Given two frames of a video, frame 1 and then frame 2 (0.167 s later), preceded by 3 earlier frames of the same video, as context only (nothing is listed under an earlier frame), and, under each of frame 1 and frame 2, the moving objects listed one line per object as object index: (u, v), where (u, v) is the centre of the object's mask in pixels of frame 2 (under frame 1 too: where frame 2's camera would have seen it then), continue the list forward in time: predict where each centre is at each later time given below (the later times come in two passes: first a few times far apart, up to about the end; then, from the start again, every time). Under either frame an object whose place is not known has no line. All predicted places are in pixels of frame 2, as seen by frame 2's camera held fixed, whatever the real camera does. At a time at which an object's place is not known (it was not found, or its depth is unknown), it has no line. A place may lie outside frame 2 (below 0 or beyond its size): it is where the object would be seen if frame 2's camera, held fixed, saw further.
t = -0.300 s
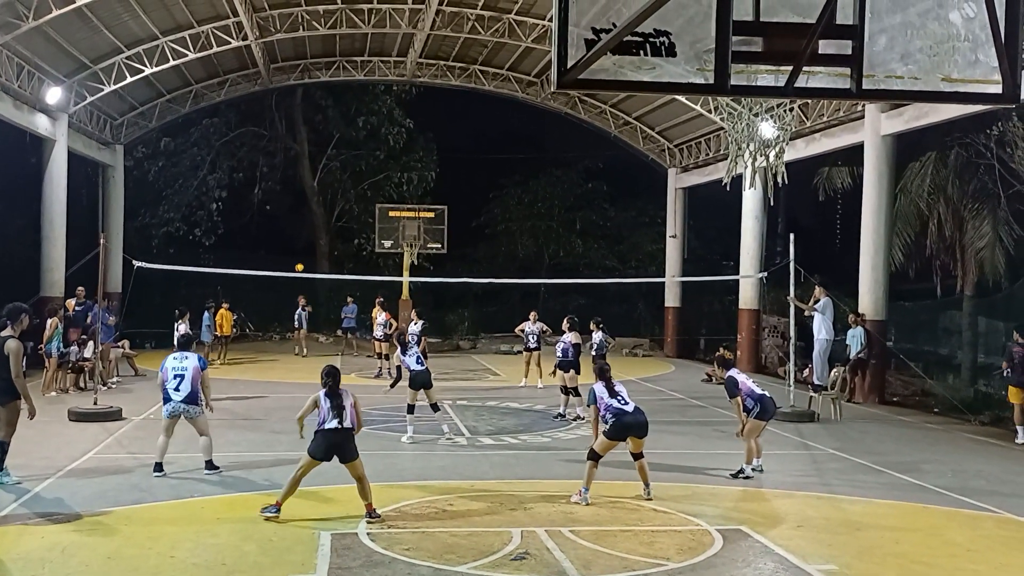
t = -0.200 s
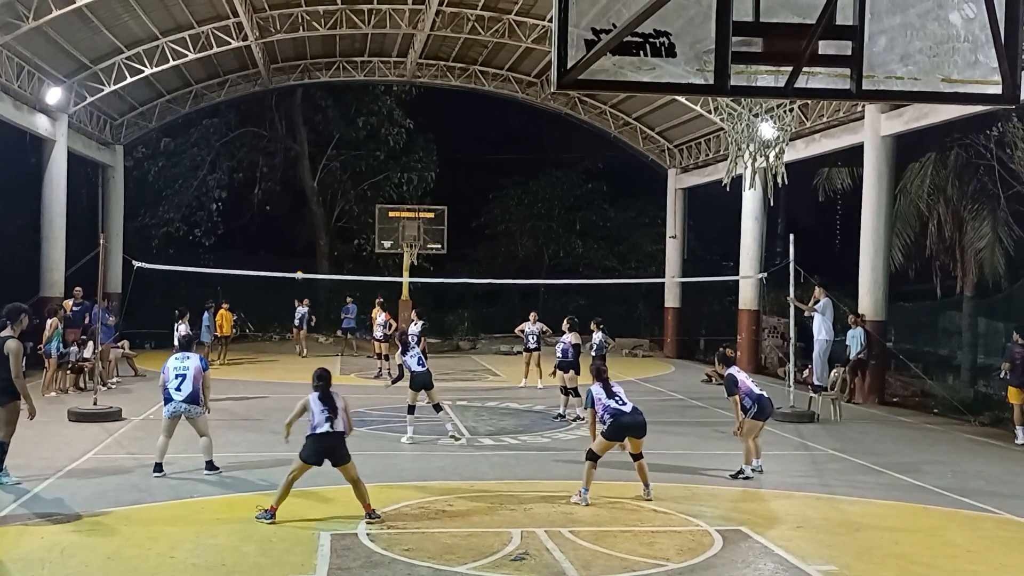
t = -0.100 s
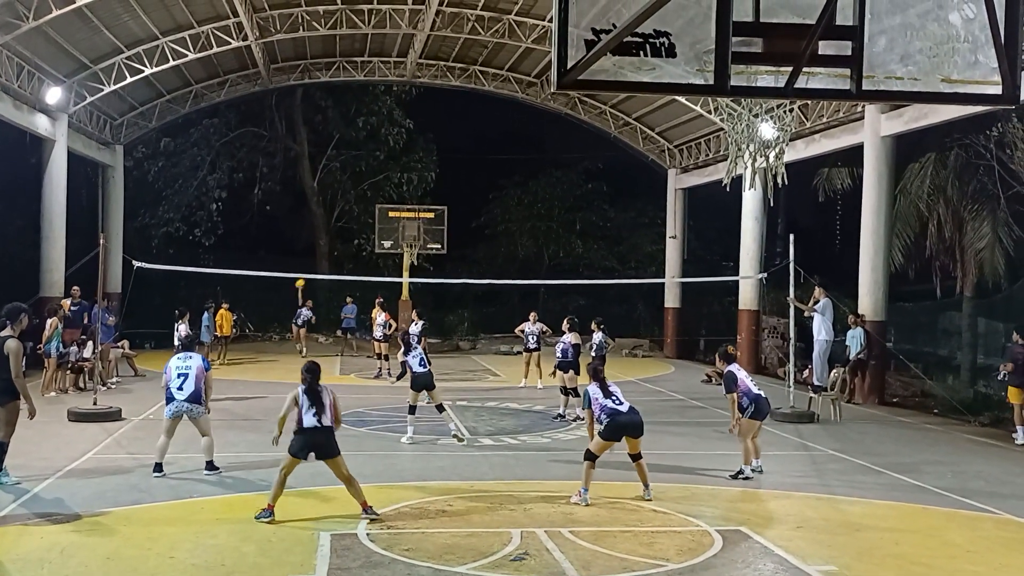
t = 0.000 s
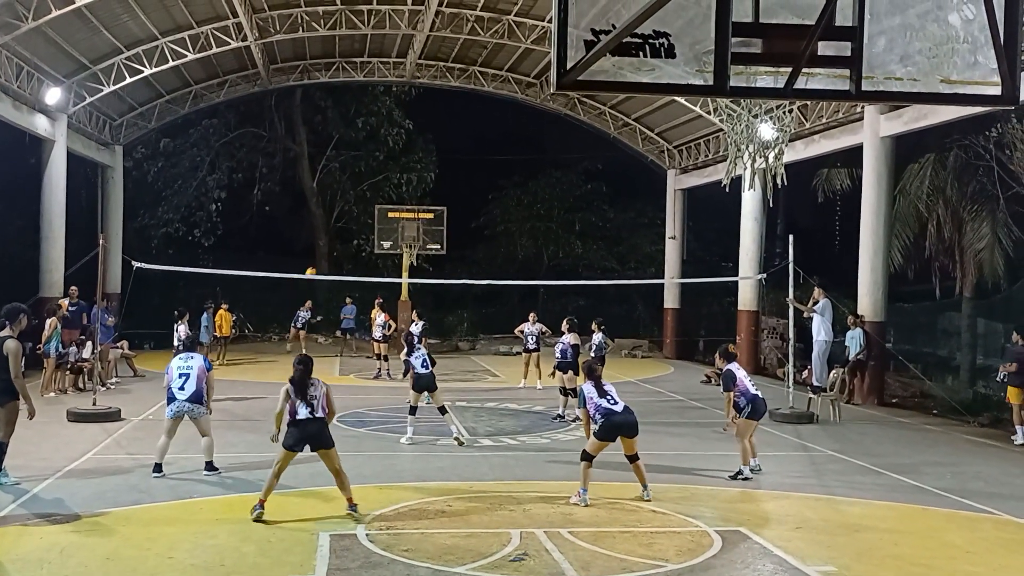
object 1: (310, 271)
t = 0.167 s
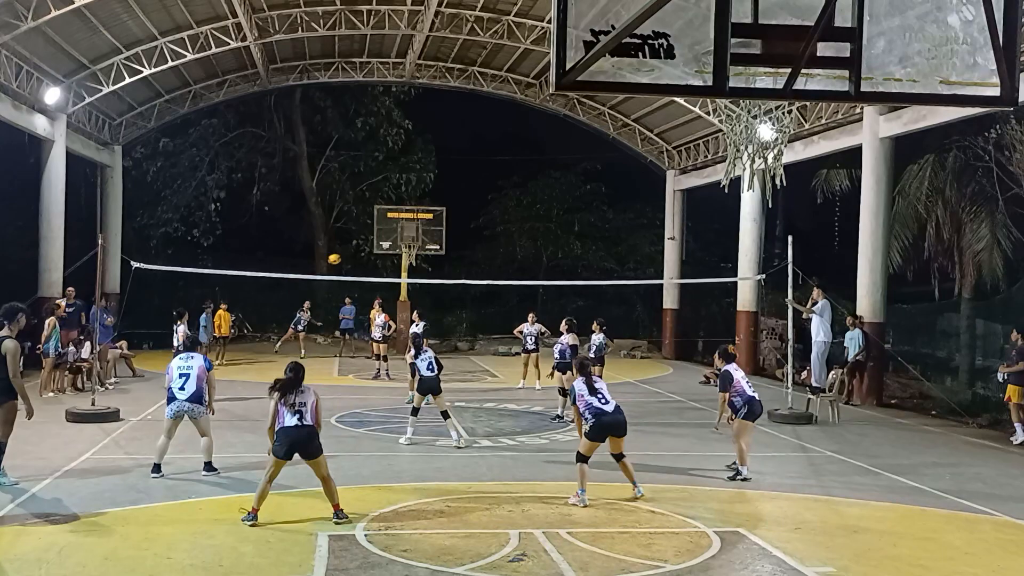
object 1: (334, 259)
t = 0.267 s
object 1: (354, 256)
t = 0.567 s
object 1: (438, 289)
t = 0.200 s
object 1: (340, 257)
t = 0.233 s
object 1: (347, 256)
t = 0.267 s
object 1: (354, 256)
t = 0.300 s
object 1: (361, 256)
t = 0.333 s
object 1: (369, 257)
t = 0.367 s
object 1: (377, 258)
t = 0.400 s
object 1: (385, 261)
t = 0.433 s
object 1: (394, 265)
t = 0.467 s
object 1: (404, 268)
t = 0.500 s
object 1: (415, 273)
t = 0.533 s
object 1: (427, 279)
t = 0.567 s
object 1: (438, 289)
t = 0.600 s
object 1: (445, 295)
